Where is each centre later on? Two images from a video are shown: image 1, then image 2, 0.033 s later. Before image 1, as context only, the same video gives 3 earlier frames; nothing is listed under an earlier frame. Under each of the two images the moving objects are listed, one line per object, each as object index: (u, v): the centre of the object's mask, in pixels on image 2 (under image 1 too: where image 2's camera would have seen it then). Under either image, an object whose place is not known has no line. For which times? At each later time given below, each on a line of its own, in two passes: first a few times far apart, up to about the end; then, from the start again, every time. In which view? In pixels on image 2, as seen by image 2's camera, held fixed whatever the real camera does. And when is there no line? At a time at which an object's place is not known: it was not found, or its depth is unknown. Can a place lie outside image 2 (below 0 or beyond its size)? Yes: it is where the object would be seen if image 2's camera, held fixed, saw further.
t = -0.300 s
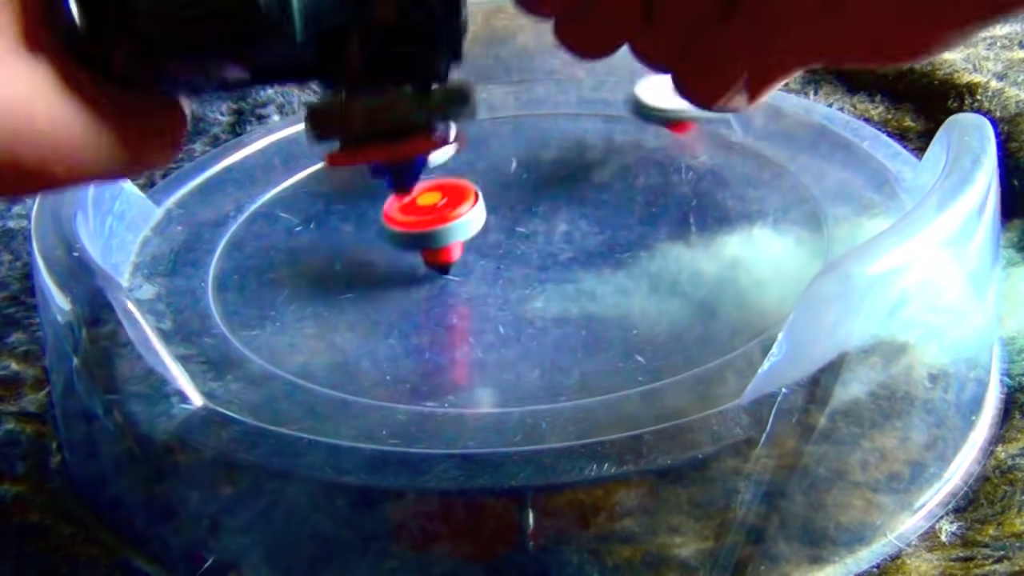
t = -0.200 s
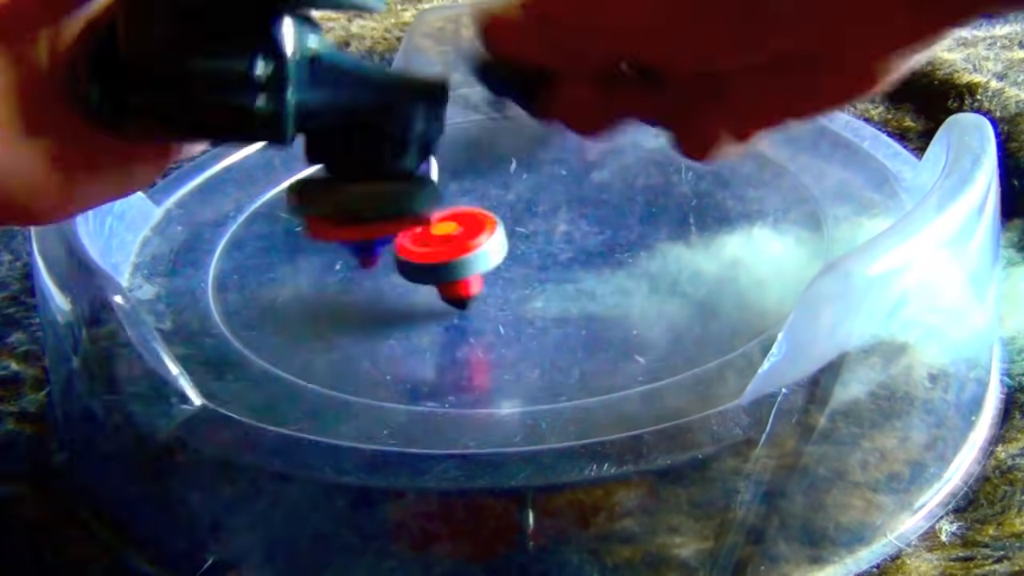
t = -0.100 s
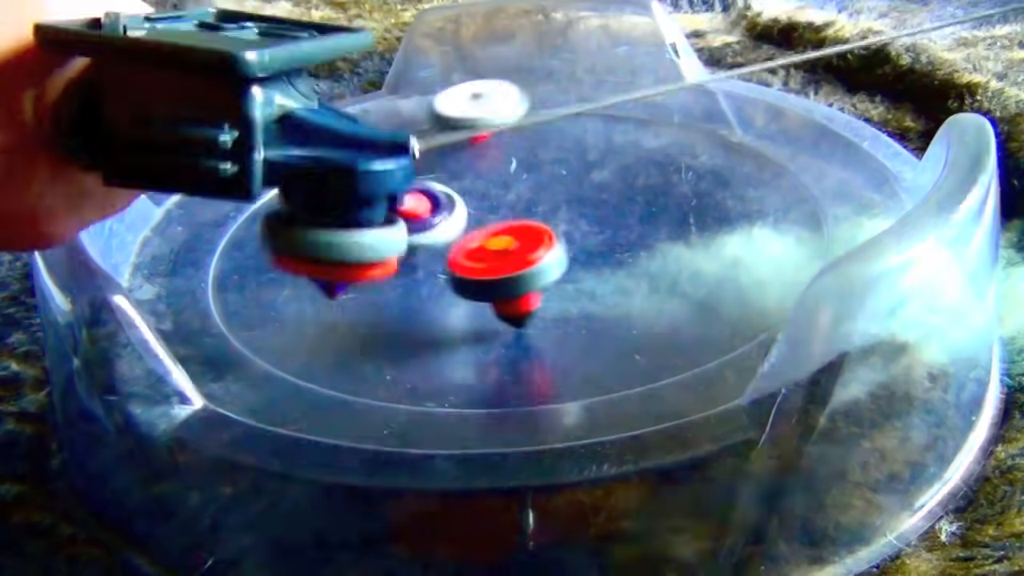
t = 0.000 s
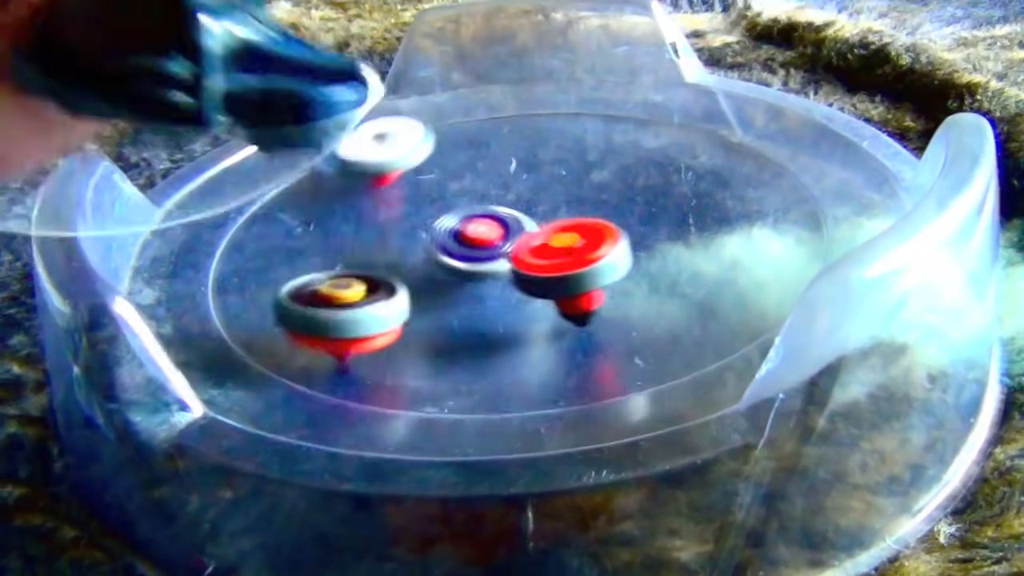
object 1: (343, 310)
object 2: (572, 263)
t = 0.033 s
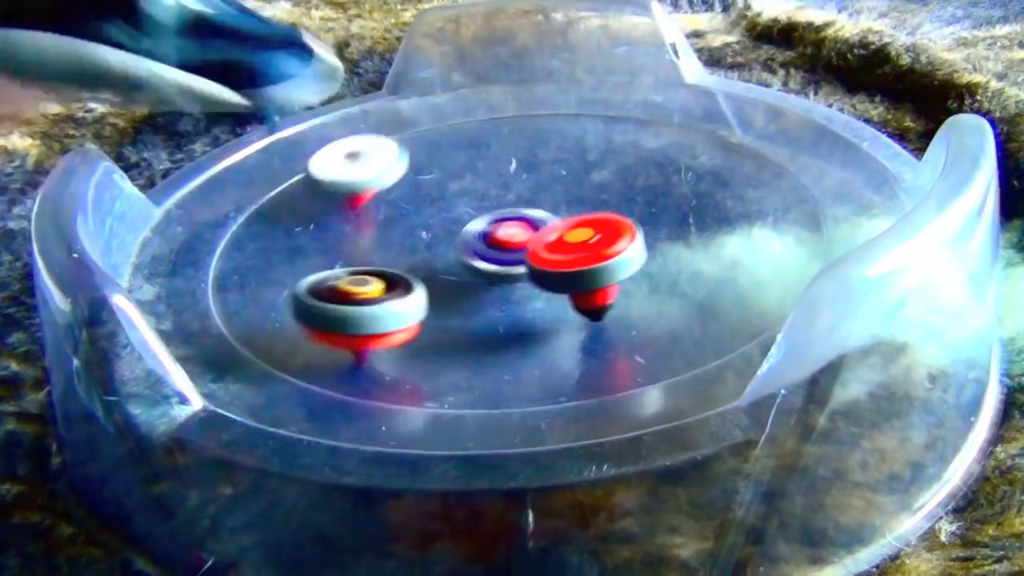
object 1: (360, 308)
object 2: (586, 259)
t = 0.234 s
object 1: (476, 270)
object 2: (628, 229)
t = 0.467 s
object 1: (307, 220)
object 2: (554, 214)
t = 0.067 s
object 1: (383, 309)
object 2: (599, 255)
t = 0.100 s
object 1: (411, 309)
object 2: (609, 250)
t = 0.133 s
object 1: (439, 305)
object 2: (618, 245)
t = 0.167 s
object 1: (461, 296)
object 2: (625, 238)
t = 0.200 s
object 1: (473, 284)
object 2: (628, 234)
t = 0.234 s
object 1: (476, 270)
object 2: (628, 229)
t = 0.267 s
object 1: (470, 254)
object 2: (623, 225)
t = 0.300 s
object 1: (453, 244)
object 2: (620, 221)
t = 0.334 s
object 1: (432, 236)
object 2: (610, 219)
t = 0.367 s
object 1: (406, 226)
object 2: (599, 216)
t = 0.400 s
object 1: (373, 222)
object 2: (586, 215)
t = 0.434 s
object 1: (340, 219)
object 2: (571, 214)
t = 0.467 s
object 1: (307, 220)
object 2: (554, 214)
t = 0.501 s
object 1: (275, 225)
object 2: (535, 215)
